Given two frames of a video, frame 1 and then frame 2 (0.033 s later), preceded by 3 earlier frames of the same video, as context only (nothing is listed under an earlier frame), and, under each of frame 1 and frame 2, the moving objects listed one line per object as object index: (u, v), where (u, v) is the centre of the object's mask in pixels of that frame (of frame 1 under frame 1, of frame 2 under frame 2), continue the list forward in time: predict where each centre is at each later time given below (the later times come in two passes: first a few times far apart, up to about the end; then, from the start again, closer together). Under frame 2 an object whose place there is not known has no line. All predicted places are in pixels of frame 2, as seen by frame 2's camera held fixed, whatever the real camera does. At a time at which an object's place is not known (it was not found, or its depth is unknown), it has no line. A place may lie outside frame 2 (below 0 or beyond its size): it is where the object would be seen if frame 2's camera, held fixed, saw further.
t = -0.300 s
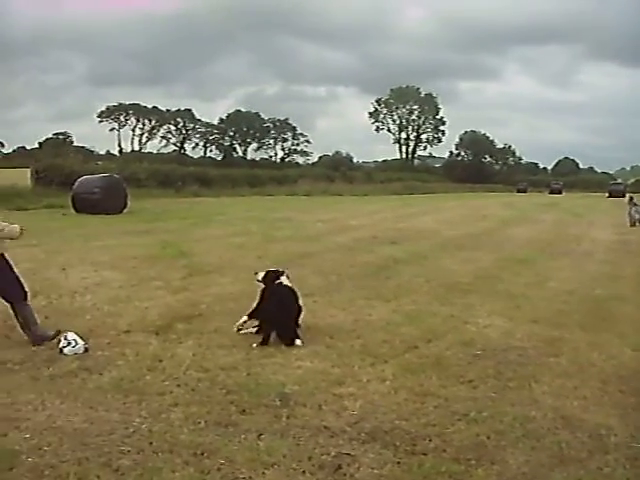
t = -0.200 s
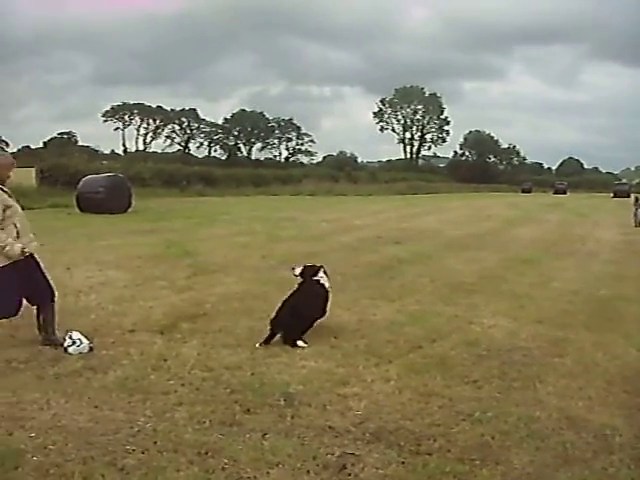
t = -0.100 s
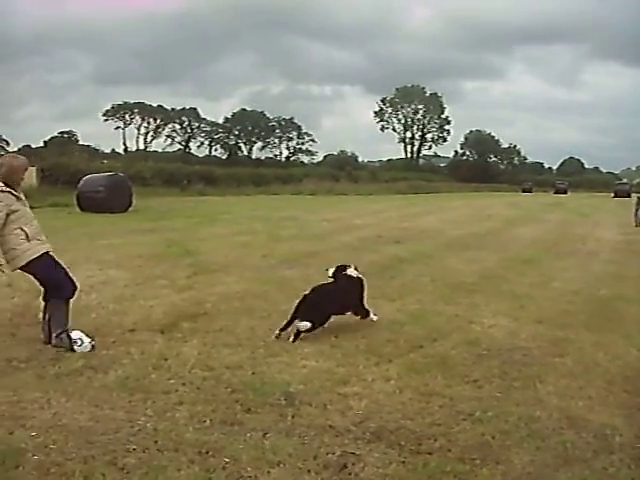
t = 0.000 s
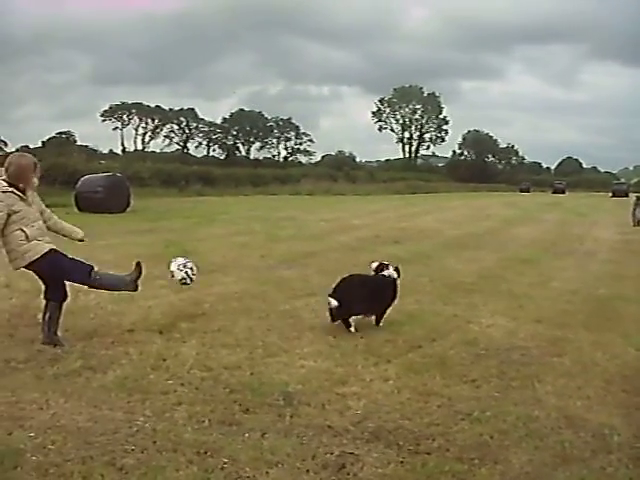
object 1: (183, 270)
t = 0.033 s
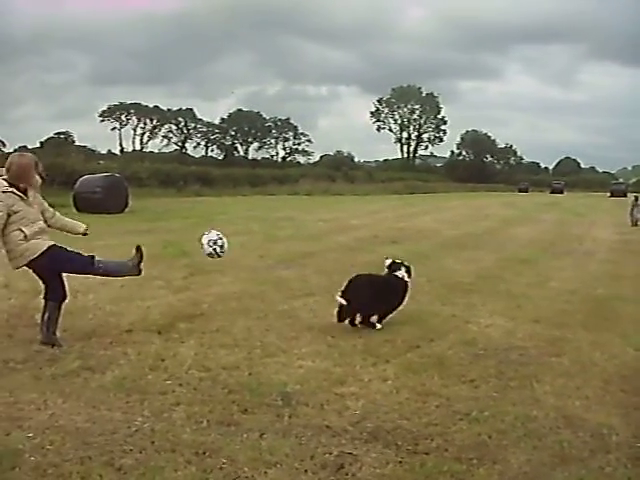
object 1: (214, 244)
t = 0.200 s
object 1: (361, 150)
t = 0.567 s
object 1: (593, 89)
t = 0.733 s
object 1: (669, 114)
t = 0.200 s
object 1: (361, 150)
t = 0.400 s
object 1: (500, 96)
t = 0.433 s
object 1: (521, 92)
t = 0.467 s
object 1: (539, 89)
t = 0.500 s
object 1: (558, 88)
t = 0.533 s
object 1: (576, 88)
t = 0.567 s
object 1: (593, 89)
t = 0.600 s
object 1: (610, 92)
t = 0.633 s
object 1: (626, 96)
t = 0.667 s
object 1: (641, 102)
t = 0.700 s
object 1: (654, 107)
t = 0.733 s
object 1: (669, 114)
